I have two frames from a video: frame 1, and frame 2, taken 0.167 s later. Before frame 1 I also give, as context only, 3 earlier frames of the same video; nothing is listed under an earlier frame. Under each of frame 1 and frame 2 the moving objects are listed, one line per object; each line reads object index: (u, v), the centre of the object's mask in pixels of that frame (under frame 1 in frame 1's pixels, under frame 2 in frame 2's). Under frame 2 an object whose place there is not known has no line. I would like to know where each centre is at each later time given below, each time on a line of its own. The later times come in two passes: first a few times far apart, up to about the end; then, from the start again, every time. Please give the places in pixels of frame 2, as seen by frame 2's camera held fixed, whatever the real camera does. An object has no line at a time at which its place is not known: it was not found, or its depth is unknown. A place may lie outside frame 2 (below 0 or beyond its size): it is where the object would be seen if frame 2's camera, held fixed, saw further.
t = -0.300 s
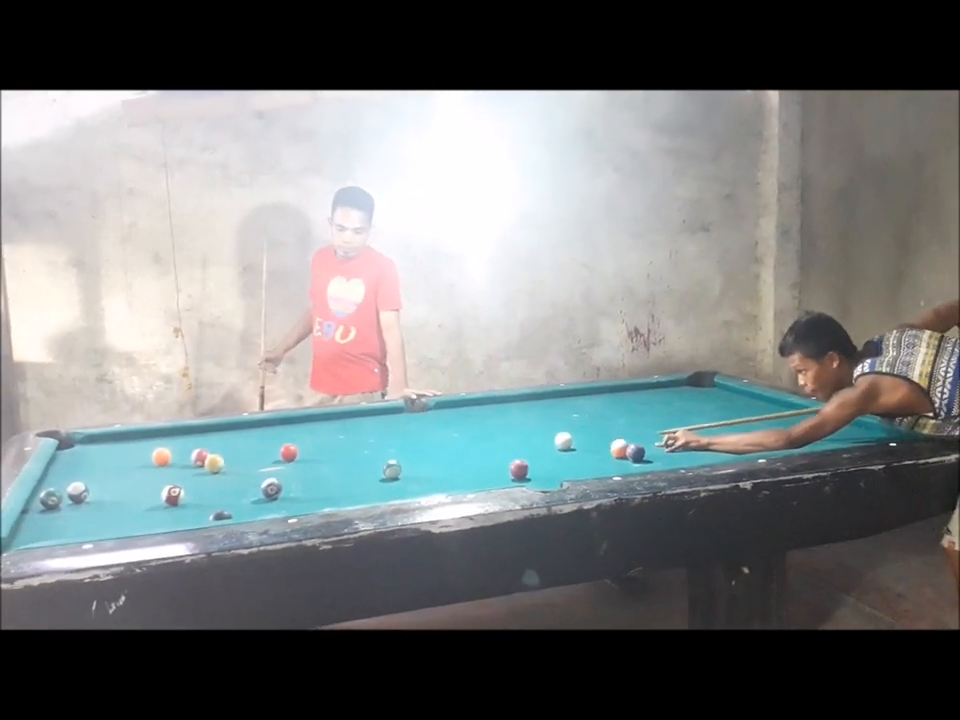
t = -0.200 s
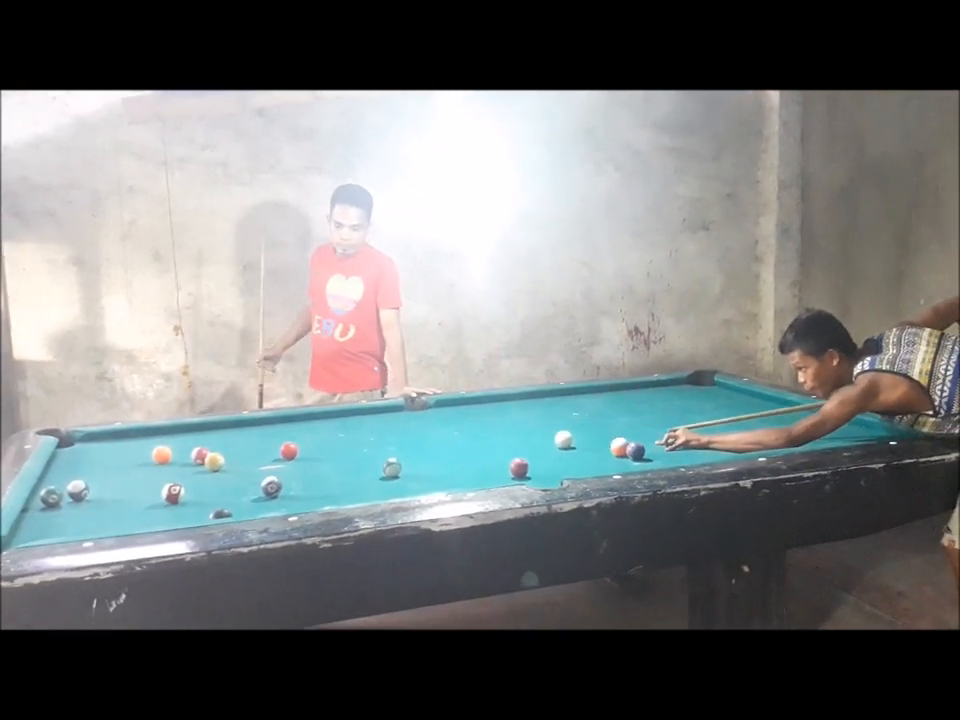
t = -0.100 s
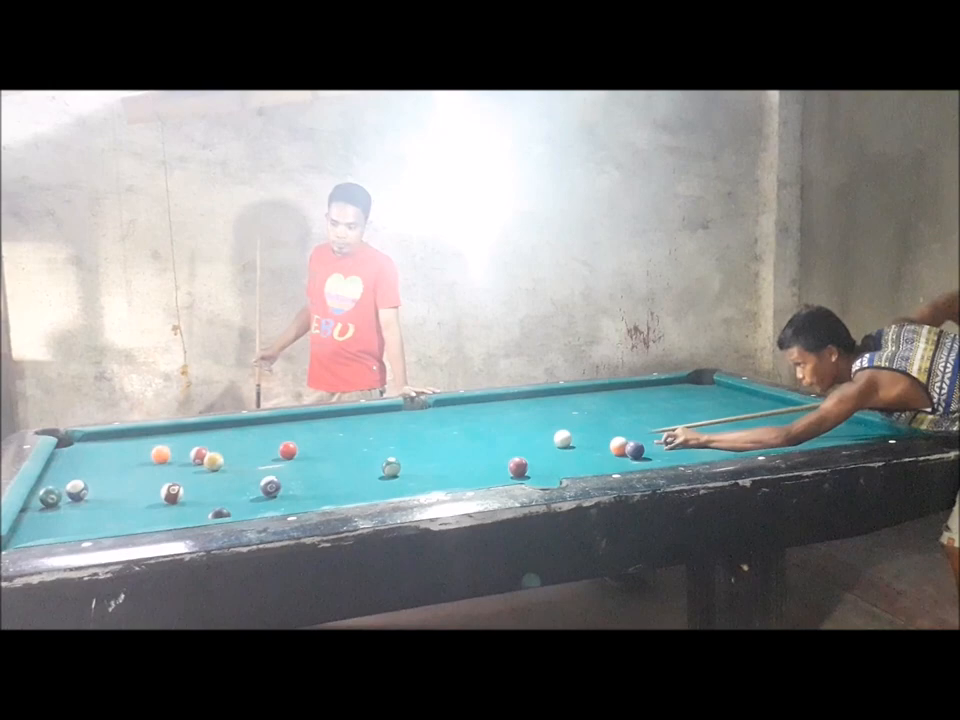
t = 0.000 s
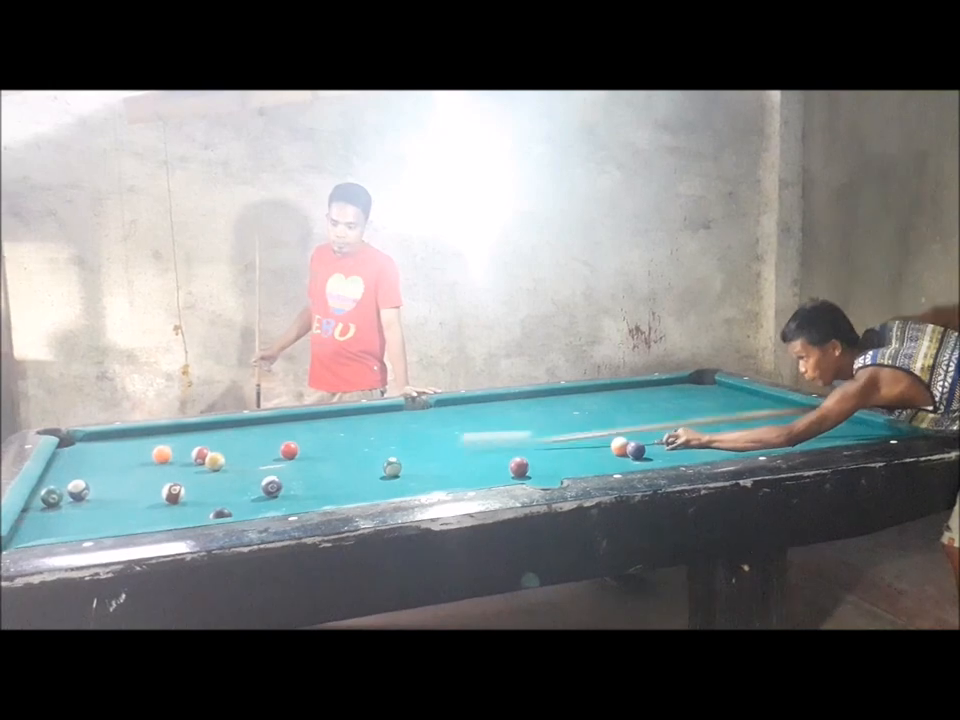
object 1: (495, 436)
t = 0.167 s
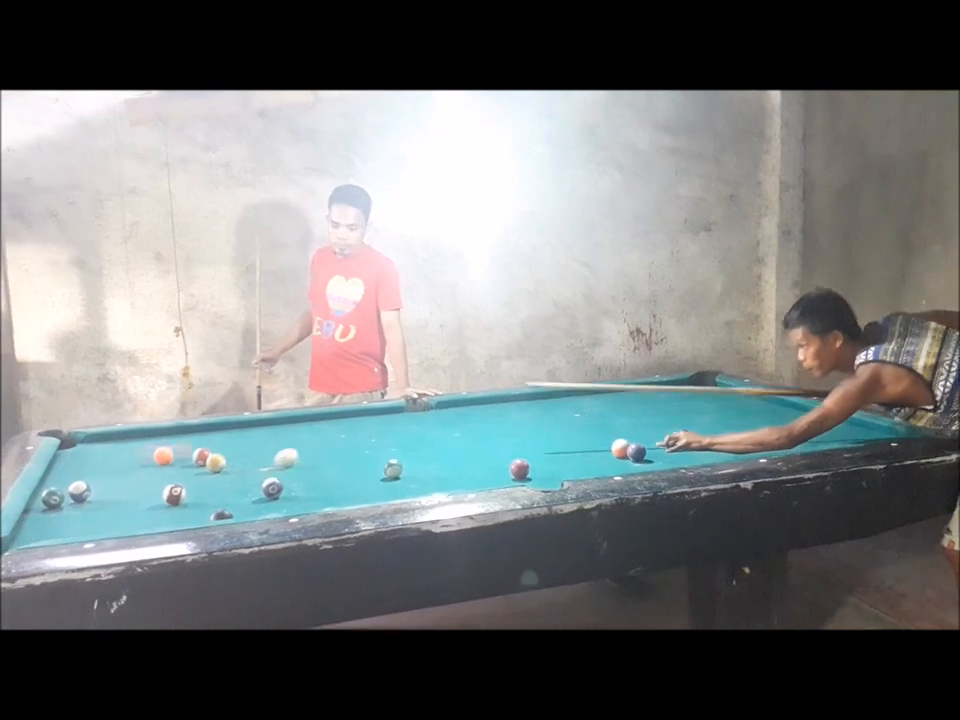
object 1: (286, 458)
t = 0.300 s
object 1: (254, 468)
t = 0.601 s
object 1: (185, 489)
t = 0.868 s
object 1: (161, 495)
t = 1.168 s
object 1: (133, 501)
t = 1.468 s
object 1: (112, 505)
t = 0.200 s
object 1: (277, 461)
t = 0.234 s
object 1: (270, 463)
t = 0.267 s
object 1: (262, 465)
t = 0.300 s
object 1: (254, 468)
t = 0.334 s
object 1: (245, 471)
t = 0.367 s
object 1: (237, 473)
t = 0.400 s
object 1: (228, 476)
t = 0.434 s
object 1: (219, 479)
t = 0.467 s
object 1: (211, 482)
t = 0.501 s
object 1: (201, 484)
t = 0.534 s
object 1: (194, 487)
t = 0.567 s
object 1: (187, 489)
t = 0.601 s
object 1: (185, 489)
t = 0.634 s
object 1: (182, 490)
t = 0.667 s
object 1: (179, 491)
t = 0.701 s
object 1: (176, 491)
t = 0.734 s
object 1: (173, 492)
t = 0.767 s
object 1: (170, 493)
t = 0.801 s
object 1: (167, 493)
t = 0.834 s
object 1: (164, 494)
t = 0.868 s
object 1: (161, 495)
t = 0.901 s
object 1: (158, 495)
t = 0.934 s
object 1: (155, 496)
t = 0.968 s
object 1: (151, 497)
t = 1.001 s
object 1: (149, 497)
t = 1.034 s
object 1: (146, 497)
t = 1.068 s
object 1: (143, 498)
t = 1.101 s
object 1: (139, 499)
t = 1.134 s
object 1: (136, 500)
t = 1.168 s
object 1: (133, 501)
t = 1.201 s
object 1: (131, 501)
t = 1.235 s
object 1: (129, 502)
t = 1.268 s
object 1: (127, 502)
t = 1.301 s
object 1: (124, 503)
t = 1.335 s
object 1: (122, 503)
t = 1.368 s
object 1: (118, 503)
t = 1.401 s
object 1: (116, 504)
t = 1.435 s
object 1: (114, 505)
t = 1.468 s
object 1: (112, 505)
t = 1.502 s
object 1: (109, 506)
